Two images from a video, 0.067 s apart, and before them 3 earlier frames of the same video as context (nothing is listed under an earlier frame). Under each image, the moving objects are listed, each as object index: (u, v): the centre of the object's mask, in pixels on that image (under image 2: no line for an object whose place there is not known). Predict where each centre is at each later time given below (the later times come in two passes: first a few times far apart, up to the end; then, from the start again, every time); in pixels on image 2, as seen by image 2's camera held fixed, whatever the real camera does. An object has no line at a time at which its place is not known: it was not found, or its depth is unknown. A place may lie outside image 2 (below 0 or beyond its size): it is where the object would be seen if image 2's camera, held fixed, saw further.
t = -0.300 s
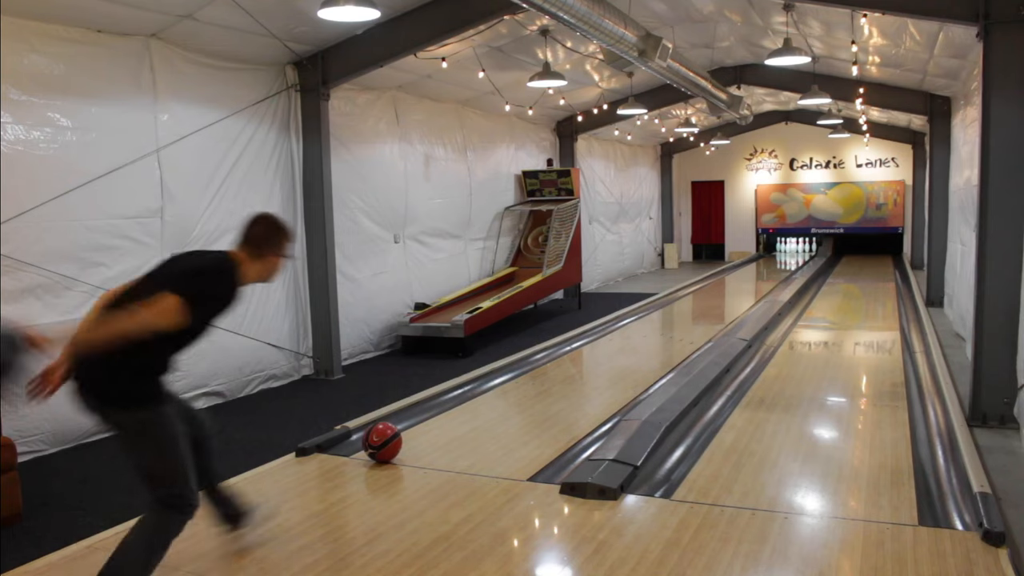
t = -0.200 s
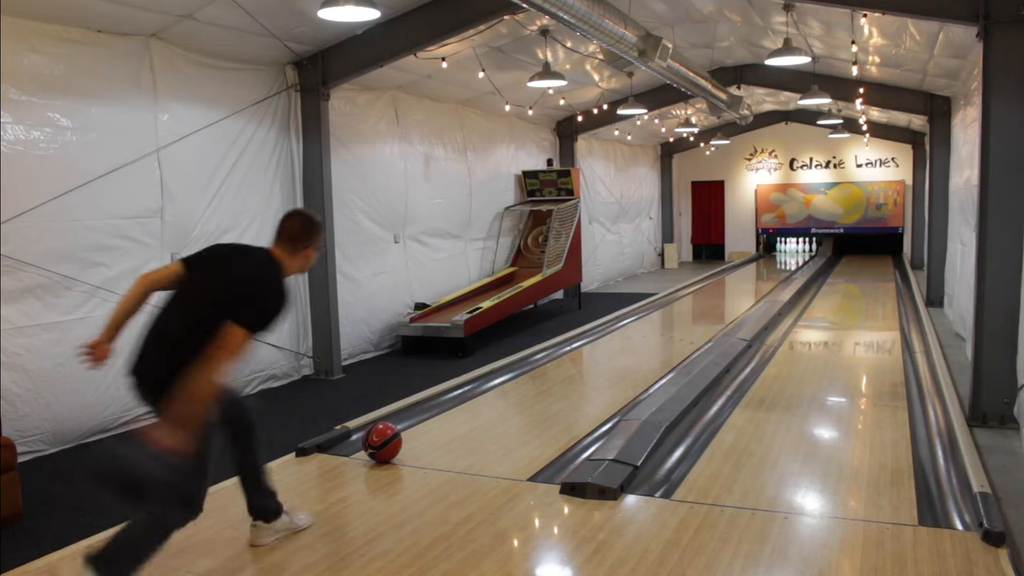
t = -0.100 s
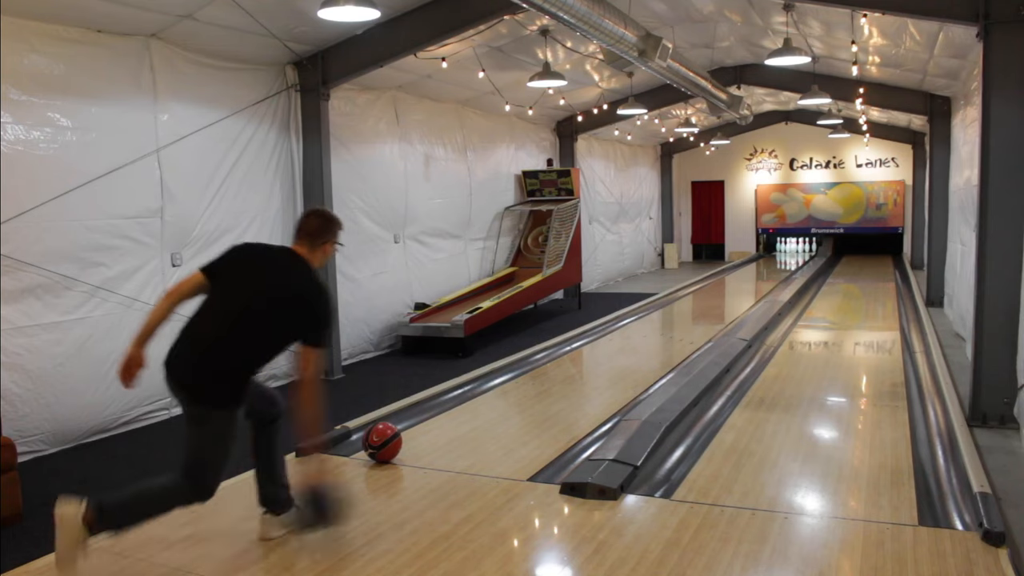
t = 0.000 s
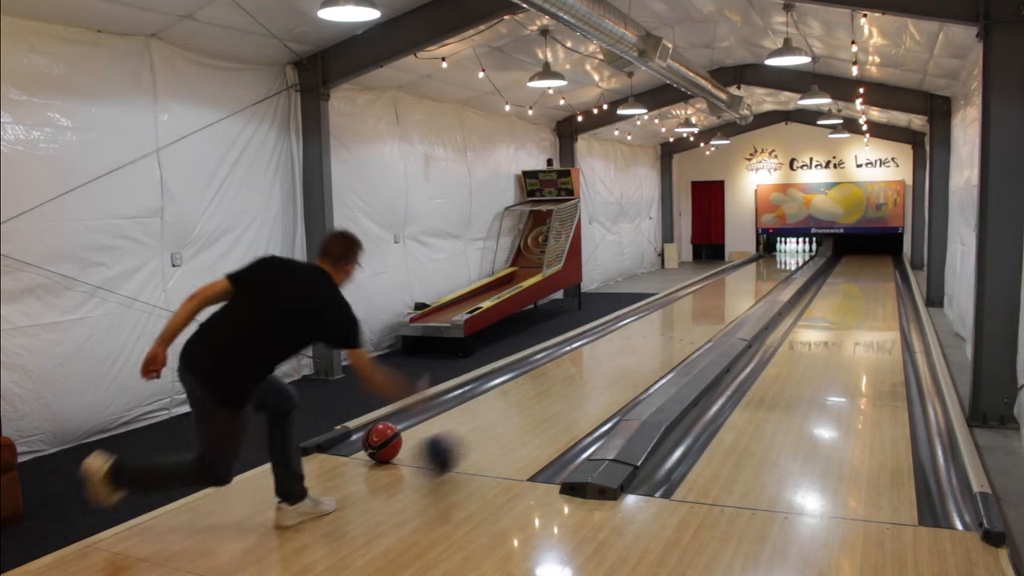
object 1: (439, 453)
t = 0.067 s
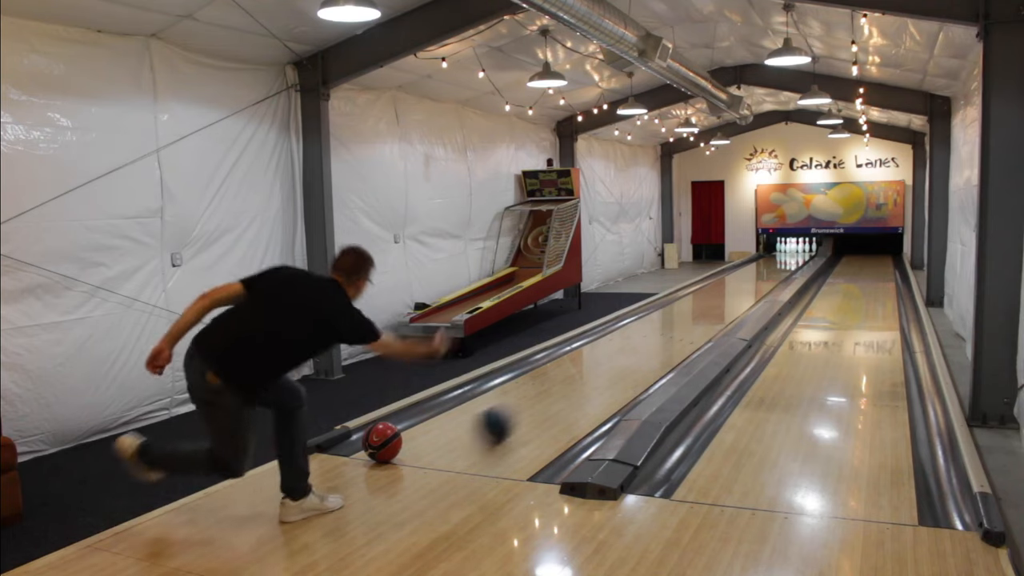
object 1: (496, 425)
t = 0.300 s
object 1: (614, 358)
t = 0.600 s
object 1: (689, 314)
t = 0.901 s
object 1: (729, 289)
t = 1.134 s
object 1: (748, 277)
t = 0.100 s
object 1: (520, 412)
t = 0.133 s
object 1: (540, 400)
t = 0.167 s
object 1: (558, 390)
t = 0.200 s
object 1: (574, 381)
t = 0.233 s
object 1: (588, 373)
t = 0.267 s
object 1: (602, 365)
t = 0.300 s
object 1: (614, 358)
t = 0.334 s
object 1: (626, 351)
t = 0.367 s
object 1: (636, 345)
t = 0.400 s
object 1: (645, 340)
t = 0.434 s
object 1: (654, 335)
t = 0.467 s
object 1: (662, 330)
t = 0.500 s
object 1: (669, 326)
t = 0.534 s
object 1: (676, 322)
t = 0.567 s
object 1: (683, 317)
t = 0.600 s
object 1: (689, 314)
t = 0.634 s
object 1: (694, 310)
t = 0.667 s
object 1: (700, 308)
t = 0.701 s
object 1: (704, 305)
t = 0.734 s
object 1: (709, 302)
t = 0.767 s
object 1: (713, 299)
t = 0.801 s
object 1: (718, 296)
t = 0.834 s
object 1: (721, 294)
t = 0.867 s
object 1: (725, 292)
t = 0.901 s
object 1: (729, 289)
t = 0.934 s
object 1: (732, 287)
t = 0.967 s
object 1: (735, 285)
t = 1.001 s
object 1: (738, 284)
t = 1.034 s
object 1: (741, 282)
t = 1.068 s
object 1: (744, 280)
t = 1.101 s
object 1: (746, 279)
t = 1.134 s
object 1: (748, 277)
